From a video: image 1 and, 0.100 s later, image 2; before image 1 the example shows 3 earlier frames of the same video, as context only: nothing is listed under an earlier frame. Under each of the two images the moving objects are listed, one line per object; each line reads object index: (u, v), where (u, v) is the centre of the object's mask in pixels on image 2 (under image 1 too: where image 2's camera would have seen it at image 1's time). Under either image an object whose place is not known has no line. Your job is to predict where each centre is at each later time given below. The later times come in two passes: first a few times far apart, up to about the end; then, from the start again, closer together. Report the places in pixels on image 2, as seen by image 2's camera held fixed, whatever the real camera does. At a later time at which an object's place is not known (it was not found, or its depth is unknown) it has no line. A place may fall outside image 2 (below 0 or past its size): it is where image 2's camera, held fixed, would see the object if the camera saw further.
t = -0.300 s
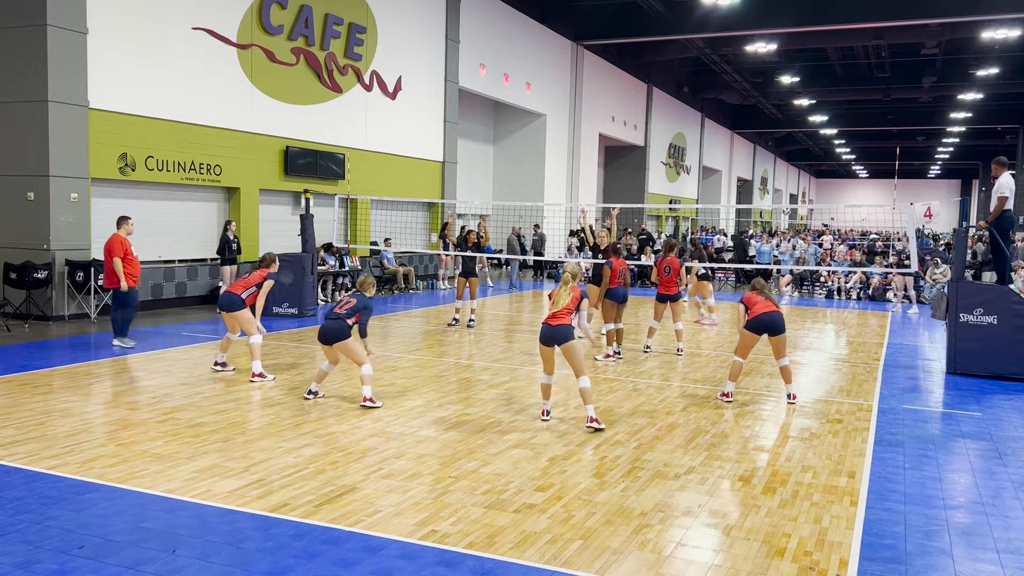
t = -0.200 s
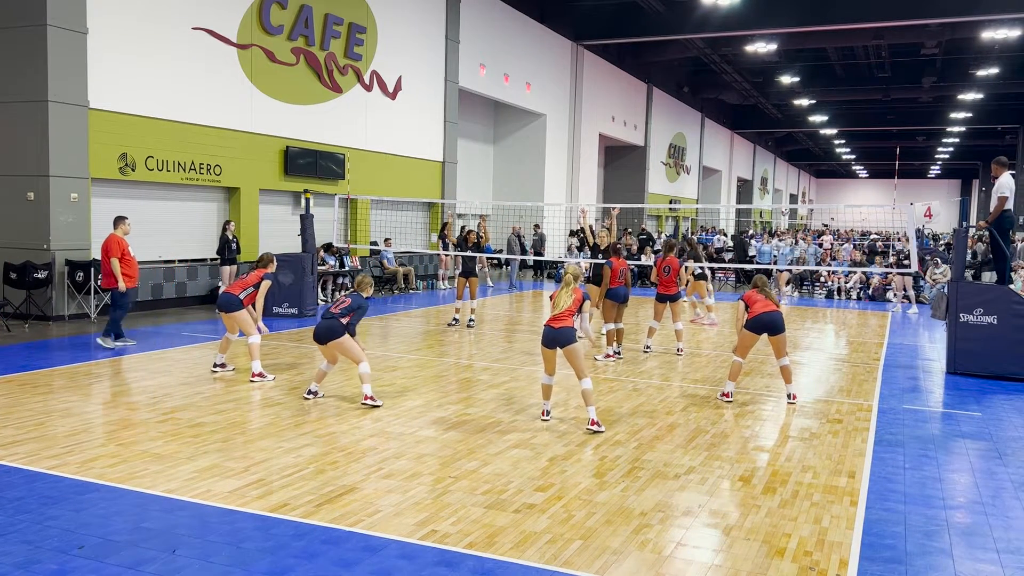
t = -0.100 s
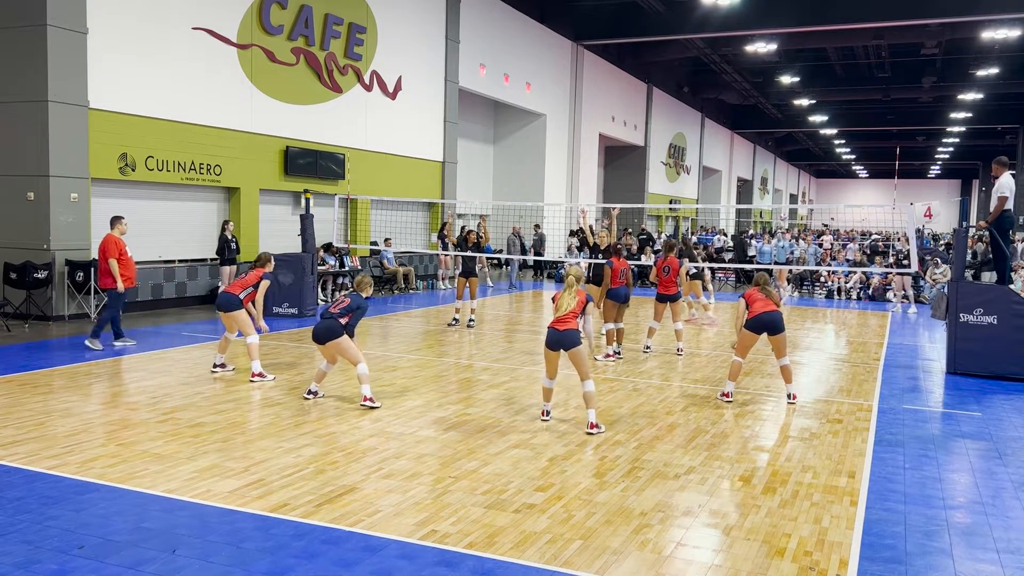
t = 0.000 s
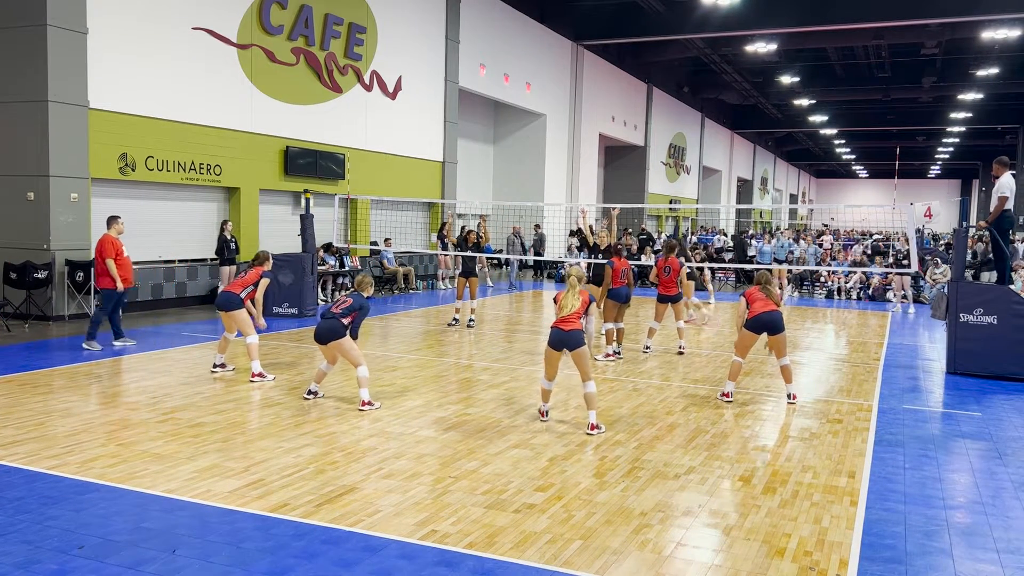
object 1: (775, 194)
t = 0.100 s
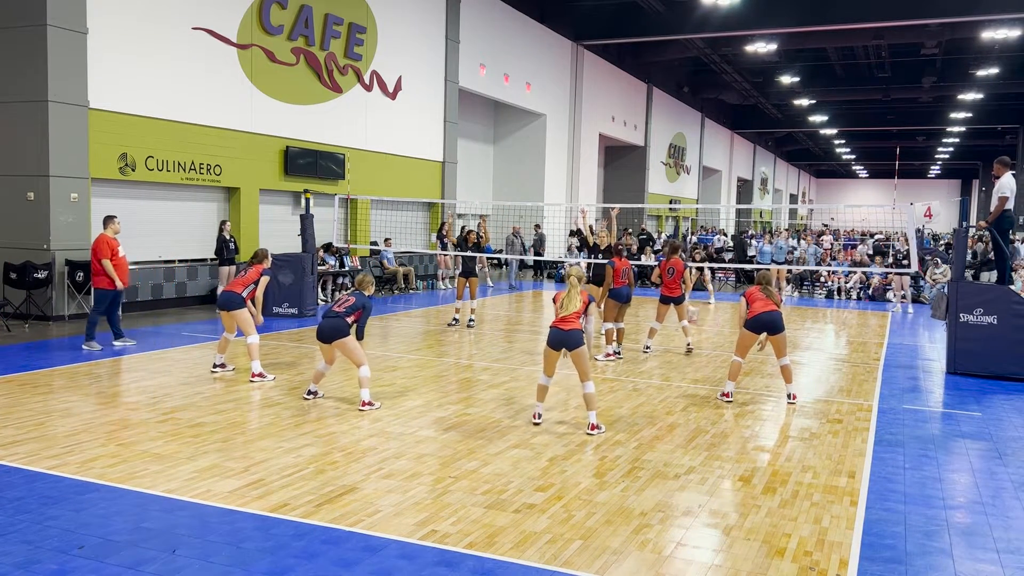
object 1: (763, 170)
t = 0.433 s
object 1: (720, 117)
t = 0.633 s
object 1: (688, 104)
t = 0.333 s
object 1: (735, 129)
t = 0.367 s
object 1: (730, 125)
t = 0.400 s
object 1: (726, 121)
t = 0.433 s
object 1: (720, 117)
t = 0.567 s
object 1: (699, 106)
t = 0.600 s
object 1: (694, 105)
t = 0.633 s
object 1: (688, 104)
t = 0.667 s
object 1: (682, 104)
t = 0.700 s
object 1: (675, 105)
